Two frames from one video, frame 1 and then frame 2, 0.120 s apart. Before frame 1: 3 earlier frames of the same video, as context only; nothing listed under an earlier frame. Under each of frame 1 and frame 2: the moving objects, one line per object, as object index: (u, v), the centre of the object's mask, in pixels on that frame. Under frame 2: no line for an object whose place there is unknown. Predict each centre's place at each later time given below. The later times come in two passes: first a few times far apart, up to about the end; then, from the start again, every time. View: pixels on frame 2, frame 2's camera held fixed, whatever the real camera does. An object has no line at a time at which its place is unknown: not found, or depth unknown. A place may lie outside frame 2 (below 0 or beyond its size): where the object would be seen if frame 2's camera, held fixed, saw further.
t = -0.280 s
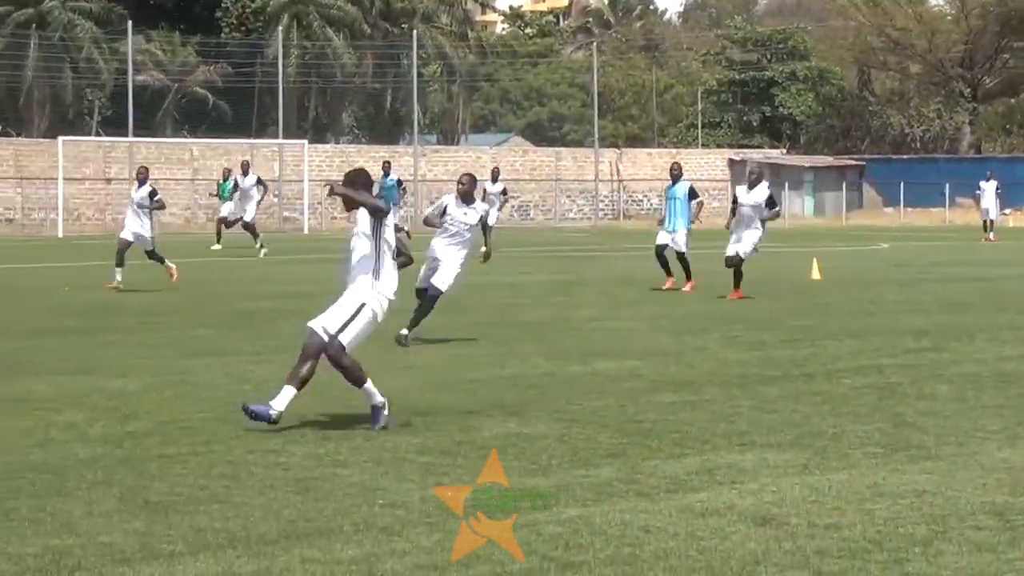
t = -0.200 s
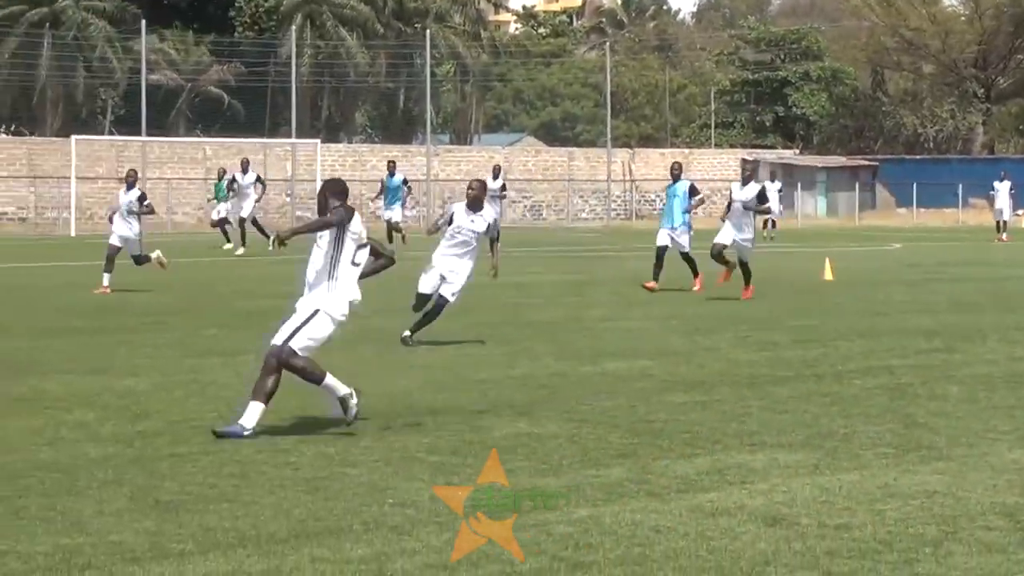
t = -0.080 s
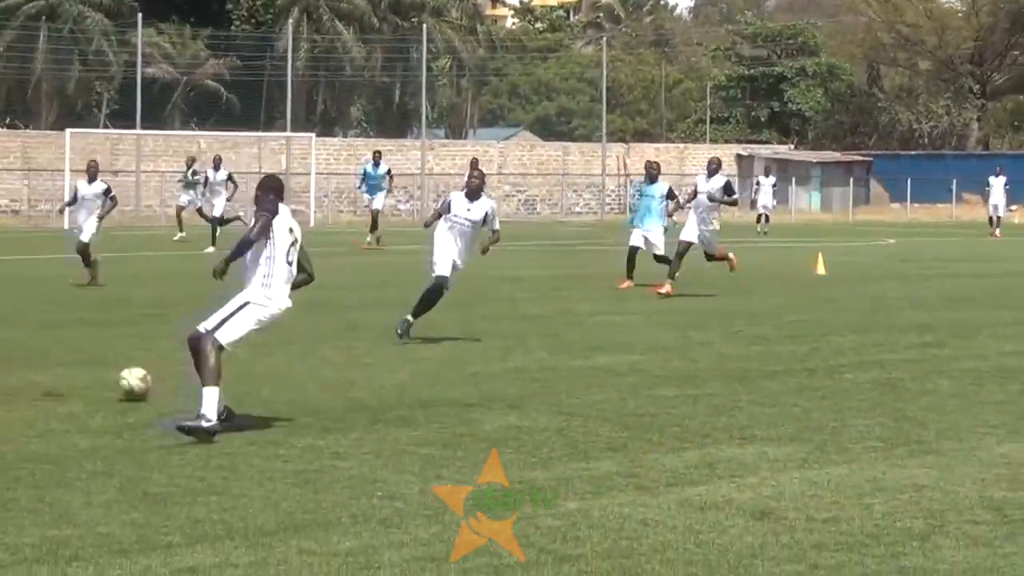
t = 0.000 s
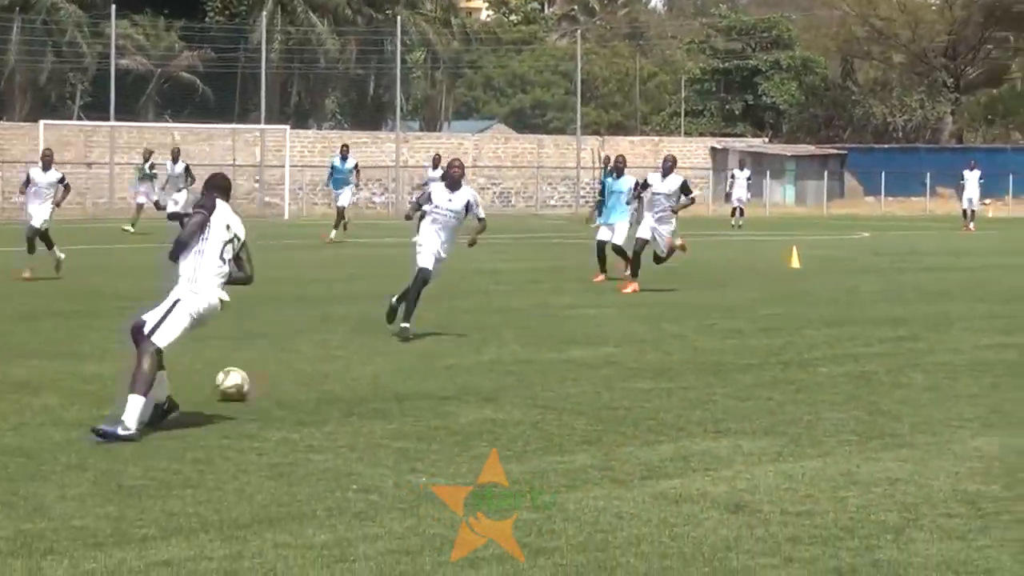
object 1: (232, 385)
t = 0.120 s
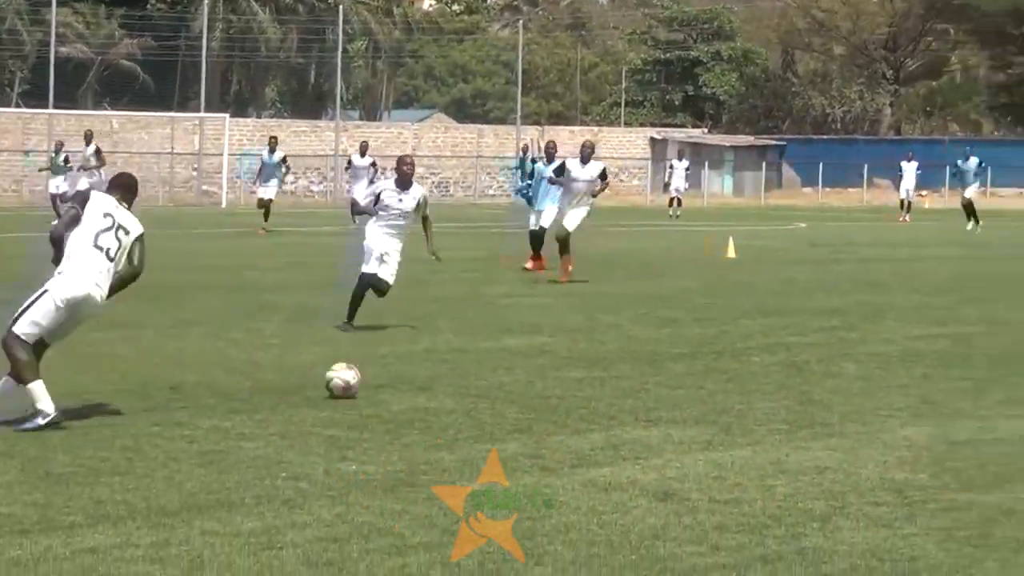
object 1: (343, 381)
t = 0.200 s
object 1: (461, 387)
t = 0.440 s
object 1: (791, 407)
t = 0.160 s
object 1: (401, 384)
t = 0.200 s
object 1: (461, 387)
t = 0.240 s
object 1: (518, 390)
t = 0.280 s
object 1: (574, 393)
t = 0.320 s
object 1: (629, 397)
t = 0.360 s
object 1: (684, 400)
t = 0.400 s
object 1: (738, 403)
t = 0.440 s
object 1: (791, 407)
